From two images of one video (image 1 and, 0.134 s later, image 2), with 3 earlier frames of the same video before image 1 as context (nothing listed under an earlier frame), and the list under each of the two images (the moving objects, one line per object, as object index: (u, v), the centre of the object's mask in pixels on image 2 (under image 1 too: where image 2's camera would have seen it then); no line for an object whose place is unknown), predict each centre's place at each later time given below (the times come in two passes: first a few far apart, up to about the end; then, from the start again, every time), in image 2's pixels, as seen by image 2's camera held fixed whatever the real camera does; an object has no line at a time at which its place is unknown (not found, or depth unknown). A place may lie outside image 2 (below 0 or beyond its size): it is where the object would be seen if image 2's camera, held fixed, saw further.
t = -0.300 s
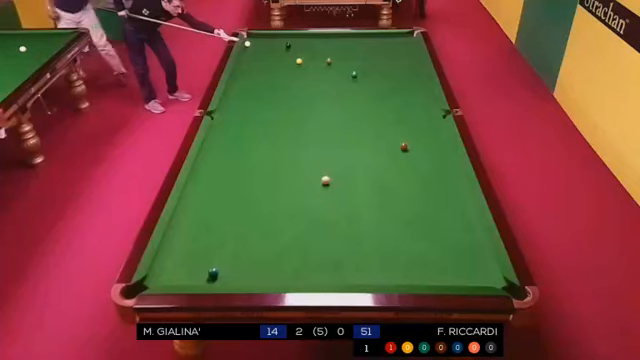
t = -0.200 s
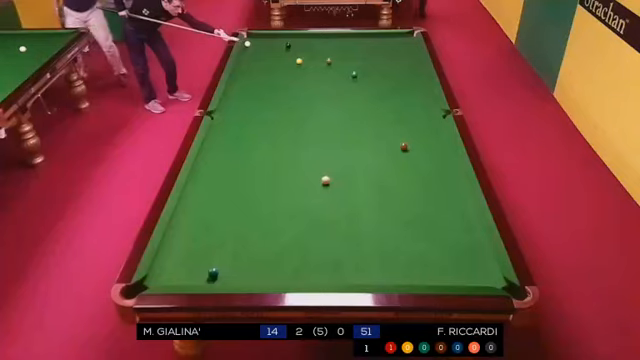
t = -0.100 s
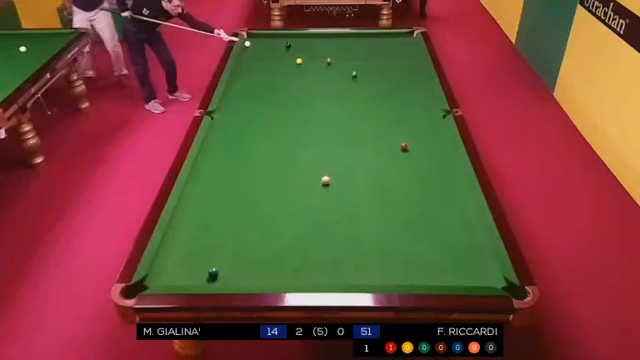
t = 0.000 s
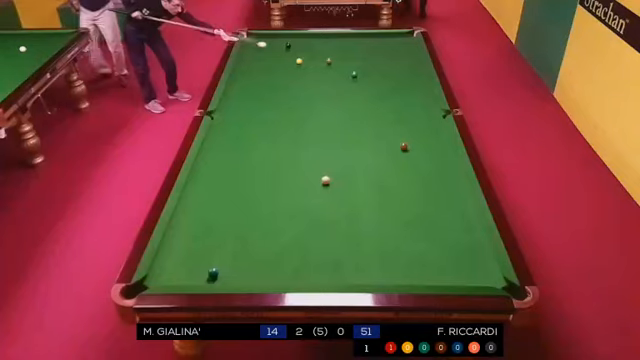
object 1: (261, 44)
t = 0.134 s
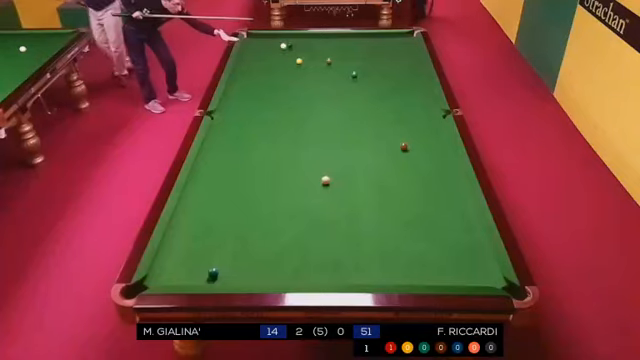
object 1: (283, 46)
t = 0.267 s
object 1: (287, 49)
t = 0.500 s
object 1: (301, 53)
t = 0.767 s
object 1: (316, 58)
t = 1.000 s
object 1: (325, 63)
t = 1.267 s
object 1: (330, 69)
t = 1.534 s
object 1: (335, 75)
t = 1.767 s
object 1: (339, 79)
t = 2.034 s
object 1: (344, 85)
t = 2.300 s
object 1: (349, 90)
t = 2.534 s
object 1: (353, 95)
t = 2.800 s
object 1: (358, 100)
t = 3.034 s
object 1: (362, 104)
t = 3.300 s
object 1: (366, 109)
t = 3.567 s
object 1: (371, 113)
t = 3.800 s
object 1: (374, 117)
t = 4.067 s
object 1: (378, 121)
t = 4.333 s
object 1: (381, 124)
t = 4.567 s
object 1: (384, 127)
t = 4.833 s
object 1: (387, 130)
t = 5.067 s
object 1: (389, 133)
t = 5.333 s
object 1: (391, 135)
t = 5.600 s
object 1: (393, 137)
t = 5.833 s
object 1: (394, 138)
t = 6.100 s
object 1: (395, 139)
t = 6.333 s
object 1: (396, 139)
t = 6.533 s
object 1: (396, 139)
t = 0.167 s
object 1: (284, 46)
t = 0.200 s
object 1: (285, 47)
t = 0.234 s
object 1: (286, 48)
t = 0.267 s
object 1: (287, 49)
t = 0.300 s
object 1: (289, 49)
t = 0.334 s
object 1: (291, 50)
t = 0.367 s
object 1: (293, 51)
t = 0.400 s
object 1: (295, 51)
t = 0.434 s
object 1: (297, 52)
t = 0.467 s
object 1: (299, 52)
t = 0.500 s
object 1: (301, 53)
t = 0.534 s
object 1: (303, 54)
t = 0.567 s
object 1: (305, 55)
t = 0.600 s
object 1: (307, 55)
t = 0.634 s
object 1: (308, 56)
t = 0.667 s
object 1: (310, 56)
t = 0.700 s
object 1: (313, 57)
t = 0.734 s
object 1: (314, 58)
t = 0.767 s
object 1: (316, 58)
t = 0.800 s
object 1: (318, 59)
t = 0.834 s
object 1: (320, 60)
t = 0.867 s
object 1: (322, 60)
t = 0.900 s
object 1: (323, 61)
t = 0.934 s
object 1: (324, 62)
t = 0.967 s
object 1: (324, 62)
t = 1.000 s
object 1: (325, 63)
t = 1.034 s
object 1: (326, 64)
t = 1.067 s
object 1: (326, 64)
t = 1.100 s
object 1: (327, 65)
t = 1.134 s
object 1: (327, 66)
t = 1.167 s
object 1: (328, 67)
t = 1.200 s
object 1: (329, 67)
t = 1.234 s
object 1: (329, 68)
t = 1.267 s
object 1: (330, 69)
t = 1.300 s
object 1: (330, 69)
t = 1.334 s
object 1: (331, 70)
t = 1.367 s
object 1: (332, 71)
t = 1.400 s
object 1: (332, 72)
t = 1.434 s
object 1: (333, 72)
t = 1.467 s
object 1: (334, 73)
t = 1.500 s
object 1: (334, 74)
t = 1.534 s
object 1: (335, 75)
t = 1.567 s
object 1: (335, 75)
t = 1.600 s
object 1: (336, 76)
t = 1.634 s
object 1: (337, 77)
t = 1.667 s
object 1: (337, 77)
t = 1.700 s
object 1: (338, 78)
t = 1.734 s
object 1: (338, 79)
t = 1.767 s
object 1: (339, 79)
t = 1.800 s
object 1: (340, 80)
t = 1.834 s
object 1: (341, 81)
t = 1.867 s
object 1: (341, 81)
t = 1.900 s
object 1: (342, 82)
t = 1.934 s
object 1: (342, 83)
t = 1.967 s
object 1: (343, 83)
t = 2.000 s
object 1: (344, 84)
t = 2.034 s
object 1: (344, 85)
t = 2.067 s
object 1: (345, 85)
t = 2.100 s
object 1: (345, 86)
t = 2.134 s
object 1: (346, 87)
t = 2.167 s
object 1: (347, 88)
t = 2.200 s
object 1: (347, 88)
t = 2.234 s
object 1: (348, 89)
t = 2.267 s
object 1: (348, 89)
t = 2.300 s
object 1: (349, 90)
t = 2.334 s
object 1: (349, 90)
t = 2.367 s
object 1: (350, 91)
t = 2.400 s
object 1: (351, 92)
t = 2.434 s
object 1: (351, 93)
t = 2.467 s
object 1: (352, 93)
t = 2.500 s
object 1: (352, 94)
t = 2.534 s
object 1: (353, 95)
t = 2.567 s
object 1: (354, 95)
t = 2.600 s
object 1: (354, 96)
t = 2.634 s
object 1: (355, 96)
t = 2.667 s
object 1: (355, 97)
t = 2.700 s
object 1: (356, 98)
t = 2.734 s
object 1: (357, 98)
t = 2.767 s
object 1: (357, 99)
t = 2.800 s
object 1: (358, 100)
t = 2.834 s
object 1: (358, 100)
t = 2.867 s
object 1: (359, 101)
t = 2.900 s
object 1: (359, 101)
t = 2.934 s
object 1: (360, 102)
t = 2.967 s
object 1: (361, 103)
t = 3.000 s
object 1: (361, 103)
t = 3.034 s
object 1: (362, 104)
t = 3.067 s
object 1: (362, 104)
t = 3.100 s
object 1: (363, 105)
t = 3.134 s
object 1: (363, 106)
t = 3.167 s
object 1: (364, 106)
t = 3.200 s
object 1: (365, 107)
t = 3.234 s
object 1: (365, 107)
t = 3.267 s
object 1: (366, 108)
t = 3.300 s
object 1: (366, 109)
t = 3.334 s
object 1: (367, 109)
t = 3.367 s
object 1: (367, 110)
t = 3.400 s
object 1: (368, 110)
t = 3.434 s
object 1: (368, 111)
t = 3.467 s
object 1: (369, 111)
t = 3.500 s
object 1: (369, 112)
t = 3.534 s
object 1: (370, 113)
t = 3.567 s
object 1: (371, 113)
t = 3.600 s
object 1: (371, 114)
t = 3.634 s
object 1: (371, 114)
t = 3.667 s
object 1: (372, 115)
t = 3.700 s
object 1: (372, 115)
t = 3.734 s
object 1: (373, 116)
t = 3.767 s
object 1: (373, 116)
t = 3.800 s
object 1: (374, 117)
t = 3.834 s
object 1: (374, 117)
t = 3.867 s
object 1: (375, 118)
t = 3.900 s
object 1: (375, 118)
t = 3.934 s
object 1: (376, 119)
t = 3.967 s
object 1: (376, 119)
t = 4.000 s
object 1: (377, 120)
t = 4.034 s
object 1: (377, 120)
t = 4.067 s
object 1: (378, 121)
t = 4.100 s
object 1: (378, 121)
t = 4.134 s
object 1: (379, 121)
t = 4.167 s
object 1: (379, 122)
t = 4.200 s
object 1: (379, 123)
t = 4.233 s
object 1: (380, 123)
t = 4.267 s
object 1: (380, 124)
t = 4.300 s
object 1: (381, 124)
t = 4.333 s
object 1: (381, 124)
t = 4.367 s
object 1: (382, 125)
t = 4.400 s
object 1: (382, 125)
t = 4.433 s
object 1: (383, 126)
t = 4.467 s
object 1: (383, 126)
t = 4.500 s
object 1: (384, 127)
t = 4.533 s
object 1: (384, 127)
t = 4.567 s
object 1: (384, 127)
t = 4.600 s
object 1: (384, 128)
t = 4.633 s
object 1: (385, 128)
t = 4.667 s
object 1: (385, 128)
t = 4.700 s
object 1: (386, 129)
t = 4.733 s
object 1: (386, 129)
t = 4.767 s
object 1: (386, 129)
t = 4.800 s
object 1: (387, 130)
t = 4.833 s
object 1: (387, 130)
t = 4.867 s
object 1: (387, 131)
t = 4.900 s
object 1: (388, 131)
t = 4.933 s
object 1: (388, 131)
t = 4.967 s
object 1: (388, 132)
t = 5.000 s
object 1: (388, 132)
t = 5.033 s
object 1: (389, 132)
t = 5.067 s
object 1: (389, 133)
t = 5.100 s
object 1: (389, 133)
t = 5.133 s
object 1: (389, 133)
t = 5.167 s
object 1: (390, 133)
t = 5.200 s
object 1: (390, 134)
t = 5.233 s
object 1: (390, 134)
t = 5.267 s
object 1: (390, 134)
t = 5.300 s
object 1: (391, 134)
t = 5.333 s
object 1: (391, 135)
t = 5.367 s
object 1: (391, 135)
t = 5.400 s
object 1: (391, 135)
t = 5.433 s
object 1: (392, 135)
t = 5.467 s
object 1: (392, 136)
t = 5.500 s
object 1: (392, 136)
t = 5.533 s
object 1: (392, 136)
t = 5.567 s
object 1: (393, 137)
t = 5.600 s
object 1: (393, 137)
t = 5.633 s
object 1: (393, 137)
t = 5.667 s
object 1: (393, 137)
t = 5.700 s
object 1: (393, 137)
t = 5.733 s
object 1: (394, 137)
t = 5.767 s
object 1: (394, 137)
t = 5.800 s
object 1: (394, 138)
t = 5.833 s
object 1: (394, 138)
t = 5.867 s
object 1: (394, 138)
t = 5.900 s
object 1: (394, 138)
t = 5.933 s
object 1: (395, 138)
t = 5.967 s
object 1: (395, 139)
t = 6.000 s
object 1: (395, 139)
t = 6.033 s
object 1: (395, 139)
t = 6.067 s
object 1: (395, 139)
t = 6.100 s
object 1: (395, 139)
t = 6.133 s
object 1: (395, 139)
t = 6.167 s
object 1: (395, 139)
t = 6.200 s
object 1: (395, 139)
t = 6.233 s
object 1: (395, 139)
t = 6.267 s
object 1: (395, 139)
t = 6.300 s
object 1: (395, 139)
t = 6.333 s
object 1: (396, 139)
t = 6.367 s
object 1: (396, 139)
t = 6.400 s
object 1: (396, 139)
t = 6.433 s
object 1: (396, 139)
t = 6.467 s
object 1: (396, 139)
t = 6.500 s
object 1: (396, 139)
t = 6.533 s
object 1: (396, 139)
